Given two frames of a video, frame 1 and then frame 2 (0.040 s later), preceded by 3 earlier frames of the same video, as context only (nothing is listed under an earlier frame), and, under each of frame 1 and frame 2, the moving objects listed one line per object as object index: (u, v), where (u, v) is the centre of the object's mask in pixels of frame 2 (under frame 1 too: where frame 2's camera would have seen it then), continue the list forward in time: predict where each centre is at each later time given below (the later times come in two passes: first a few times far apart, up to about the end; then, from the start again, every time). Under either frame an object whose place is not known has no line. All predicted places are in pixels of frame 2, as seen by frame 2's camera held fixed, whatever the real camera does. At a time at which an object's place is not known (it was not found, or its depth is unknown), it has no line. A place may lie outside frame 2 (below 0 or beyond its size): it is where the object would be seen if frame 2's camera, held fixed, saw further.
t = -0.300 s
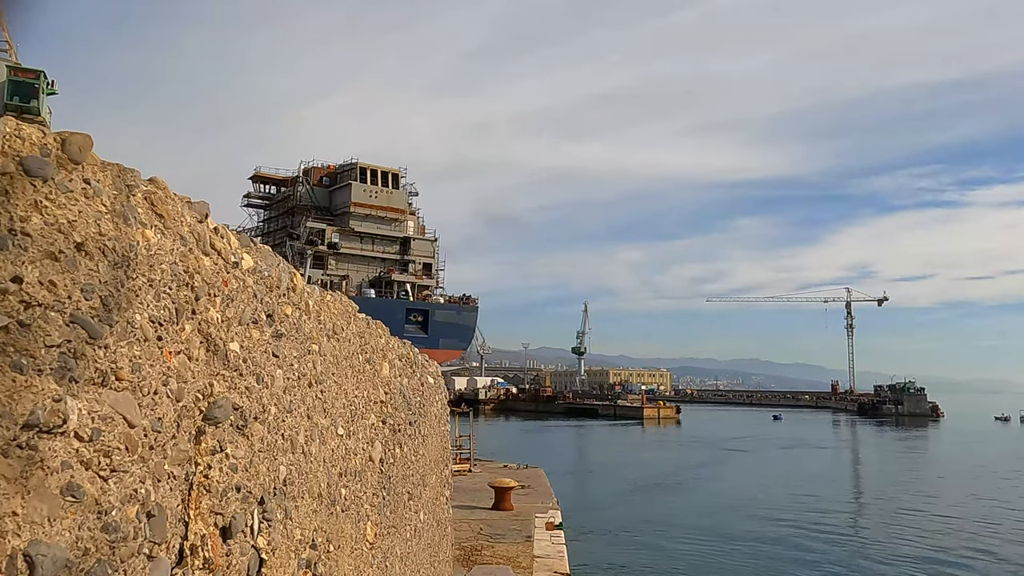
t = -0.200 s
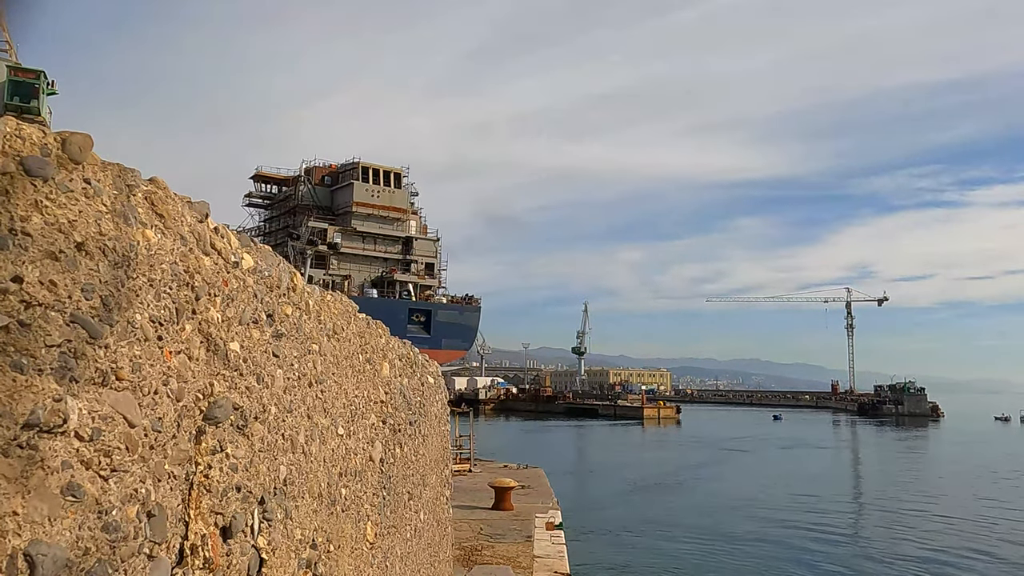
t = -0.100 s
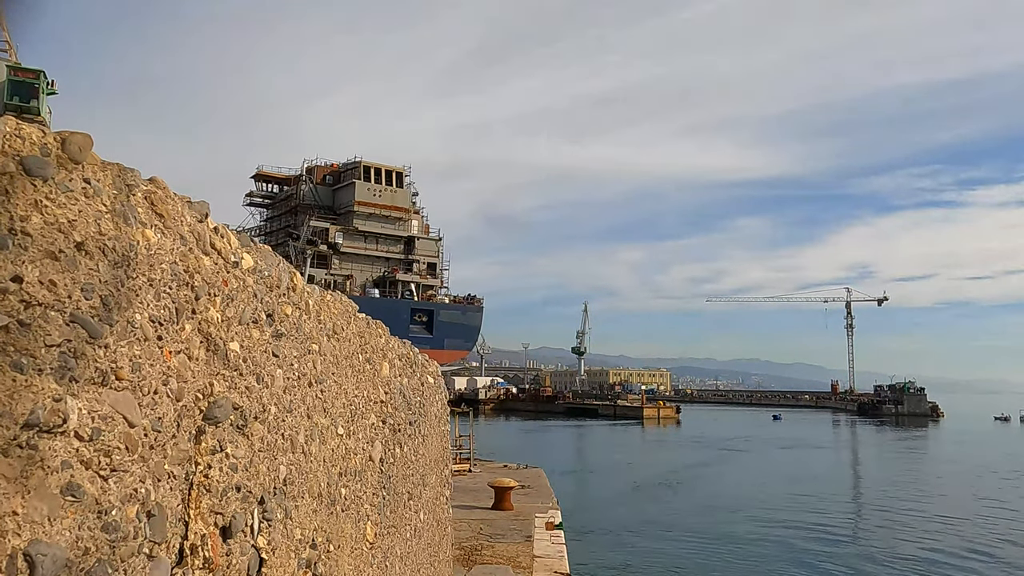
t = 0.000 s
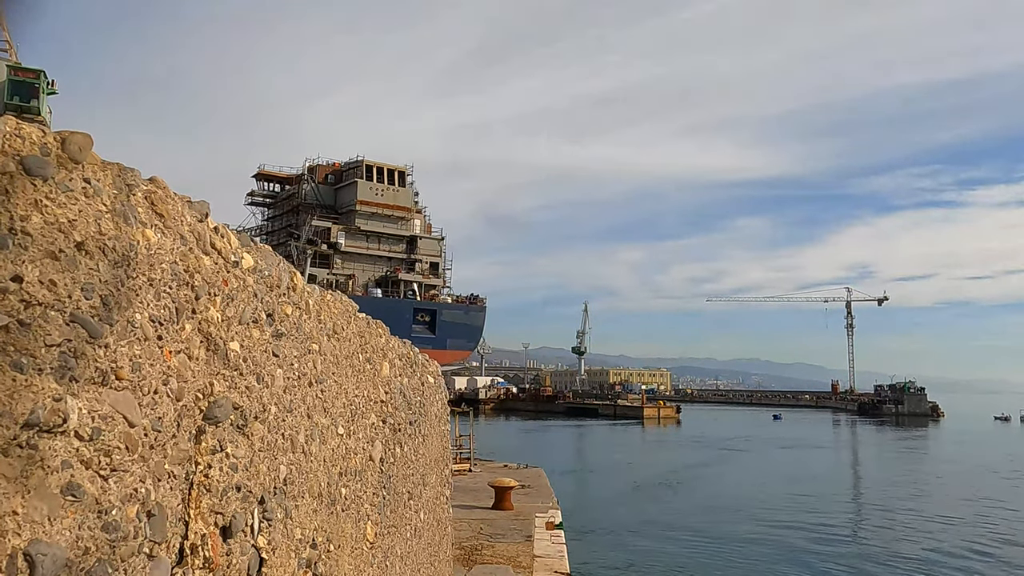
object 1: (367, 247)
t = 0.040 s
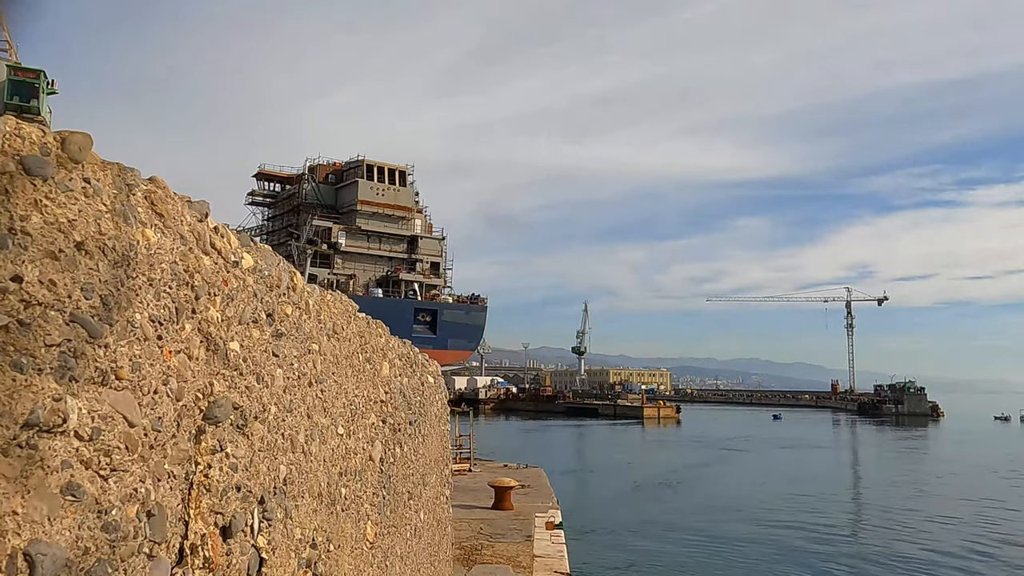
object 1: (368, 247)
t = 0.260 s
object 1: (372, 248)
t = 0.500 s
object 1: (376, 248)
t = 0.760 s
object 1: (381, 249)
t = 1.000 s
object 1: (385, 249)
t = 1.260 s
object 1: (391, 250)
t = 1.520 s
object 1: (397, 251)
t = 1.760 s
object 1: (401, 252)
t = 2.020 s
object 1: (408, 253)
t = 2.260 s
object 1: (419, 253)
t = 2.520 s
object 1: (423, 253)
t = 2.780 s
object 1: (431, 261)
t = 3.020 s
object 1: (436, 260)
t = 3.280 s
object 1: (444, 262)
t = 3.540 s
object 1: (452, 263)
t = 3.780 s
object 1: (460, 264)
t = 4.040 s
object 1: (470, 265)
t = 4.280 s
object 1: (478, 265)
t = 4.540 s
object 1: (488, 264)
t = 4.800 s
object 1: (503, 265)
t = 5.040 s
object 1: (515, 266)
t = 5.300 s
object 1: (528, 267)
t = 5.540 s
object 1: (540, 267)
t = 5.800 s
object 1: (554, 267)
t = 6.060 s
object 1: (569, 267)
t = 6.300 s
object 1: (584, 267)
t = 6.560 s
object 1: (613, 268)
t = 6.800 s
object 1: (633, 267)
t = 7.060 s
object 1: (655, 267)
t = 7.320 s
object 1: (679, 266)
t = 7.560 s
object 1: (700, 264)
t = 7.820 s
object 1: (717, 260)
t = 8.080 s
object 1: (731, 253)
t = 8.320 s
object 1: (745, 242)
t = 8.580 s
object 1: (760, 231)
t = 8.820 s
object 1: (774, 221)
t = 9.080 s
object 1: (780, 221)
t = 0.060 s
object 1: (368, 247)
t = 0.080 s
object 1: (369, 247)
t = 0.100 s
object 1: (369, 248)
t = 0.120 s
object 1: (369, 247)
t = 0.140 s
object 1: (370, 248)
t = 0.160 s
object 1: (370, 248)
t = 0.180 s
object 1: (370, 248)
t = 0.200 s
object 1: (371, 248)
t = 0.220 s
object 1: (371, 248)
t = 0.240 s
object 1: (371, 248)
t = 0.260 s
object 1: (372, 248)
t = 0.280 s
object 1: (372, 248)
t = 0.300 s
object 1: (372, 248)
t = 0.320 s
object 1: (373, 248)
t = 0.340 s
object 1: (373, 248)
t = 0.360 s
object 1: (373, 248)
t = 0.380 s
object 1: (374, 248)
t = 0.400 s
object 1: (374, 248)
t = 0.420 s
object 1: (374, 248)
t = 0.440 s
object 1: (375, 248)
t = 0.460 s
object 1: (375, 248)
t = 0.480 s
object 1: (375, 248)
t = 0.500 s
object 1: (376, 248)
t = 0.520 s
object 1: (376, 248)
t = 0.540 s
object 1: (377, 248)
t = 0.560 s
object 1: (377, 248)
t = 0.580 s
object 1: (377, 248)
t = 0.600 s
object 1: (378, 248)
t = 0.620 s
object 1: (378, 248)
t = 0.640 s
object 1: (379, 249)
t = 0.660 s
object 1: (379, 249)
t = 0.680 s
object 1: (380, 249)
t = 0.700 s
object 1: (380, 249)
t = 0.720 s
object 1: (380, 249)
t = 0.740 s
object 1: (380, 249)
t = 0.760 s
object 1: (381, 249)
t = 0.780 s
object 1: (381, 249)
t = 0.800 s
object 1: (382, 249)
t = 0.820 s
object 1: (382, 249)
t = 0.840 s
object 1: (382, 249)
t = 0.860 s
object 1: (383, 249)
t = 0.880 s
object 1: (383, 249)
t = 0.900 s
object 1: (384, 249)
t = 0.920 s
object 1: (384, 249)
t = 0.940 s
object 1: (384, 249)
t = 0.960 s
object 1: (385, 249)
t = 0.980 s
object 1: (385, 249)
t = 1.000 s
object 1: (385, 249)
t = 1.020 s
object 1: (386, 249)
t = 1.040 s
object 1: (386, 249)
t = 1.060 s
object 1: (387, 249)
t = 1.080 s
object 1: (387, 249)
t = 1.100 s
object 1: (387, 249)
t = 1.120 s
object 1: (388, 249)
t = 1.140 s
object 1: (388, 250)
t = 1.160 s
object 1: (388, 250)
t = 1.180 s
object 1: (389, 250)
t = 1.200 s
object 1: (389, 250)
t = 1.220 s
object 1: (390, 250)
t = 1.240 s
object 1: (390, 250)
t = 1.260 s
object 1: (391, 250)
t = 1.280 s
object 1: (391, 250)
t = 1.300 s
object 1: (391, 250)
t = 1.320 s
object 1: (391, 250)
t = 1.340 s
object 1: (392, 250)
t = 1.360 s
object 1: (393, 250)
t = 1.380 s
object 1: (393, 250)
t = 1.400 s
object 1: (393, 250)
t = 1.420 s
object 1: (394, 250)
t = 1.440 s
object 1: (394, 251)
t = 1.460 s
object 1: (395, 251)
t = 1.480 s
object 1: (396, 251)
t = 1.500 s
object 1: (396, 251)
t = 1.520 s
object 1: (397, 251)
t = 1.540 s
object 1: (397, 251)
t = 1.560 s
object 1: (398, 251)
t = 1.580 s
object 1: (397, 251)
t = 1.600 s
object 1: (398, 251)
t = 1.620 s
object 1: (398, 252)
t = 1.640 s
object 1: (399, 252)
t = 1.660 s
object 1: (399, 252)
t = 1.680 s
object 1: (400, 252)
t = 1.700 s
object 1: (400, 252)
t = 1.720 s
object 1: (400, 252)
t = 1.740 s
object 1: (401, 252)
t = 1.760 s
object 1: (401, 252)
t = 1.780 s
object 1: (401, 252)
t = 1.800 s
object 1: (402, 252)
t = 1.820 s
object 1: (402, 252)
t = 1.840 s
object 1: (403, 252)
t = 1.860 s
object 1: (403, 252)
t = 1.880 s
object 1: (404, 252)
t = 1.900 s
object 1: (404, 253)
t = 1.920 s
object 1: (405, 253)
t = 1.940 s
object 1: (405, 253)
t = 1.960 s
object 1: (407, 253)
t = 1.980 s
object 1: (407, 253)
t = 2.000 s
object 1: (407, 253)
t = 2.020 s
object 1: (408, 253)
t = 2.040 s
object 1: (408, 253)
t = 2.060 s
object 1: (409, 253)
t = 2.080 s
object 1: (409, 254)
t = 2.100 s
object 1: (410, 254)
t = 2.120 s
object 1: (410, 254)
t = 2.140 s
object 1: (411, 254)
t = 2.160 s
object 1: (411, 254)
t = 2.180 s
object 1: (412, 254)
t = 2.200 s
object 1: (412, 254)
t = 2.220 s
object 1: (417, 253)
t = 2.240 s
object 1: (418, 253)
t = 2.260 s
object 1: (419, 253)
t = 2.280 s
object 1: (419, 253)
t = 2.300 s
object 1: (420, 253)
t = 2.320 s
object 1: (420, 253)
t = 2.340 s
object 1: (421, 253)
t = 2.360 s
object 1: (421, 253)
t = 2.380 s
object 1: (422, 253)
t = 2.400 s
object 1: (422, 253)
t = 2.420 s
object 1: (423, 253)
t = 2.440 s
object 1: (422, 253)
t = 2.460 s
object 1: (423, 253)
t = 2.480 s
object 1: (423, 253)
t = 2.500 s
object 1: (423, 253)
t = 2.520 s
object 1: (423, 253)
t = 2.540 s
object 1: (424, 253)
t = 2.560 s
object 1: (424, 253)
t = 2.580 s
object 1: (425, 253)
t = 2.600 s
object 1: (426, 253)
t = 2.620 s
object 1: (427, 253)
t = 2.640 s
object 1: (427, 253)
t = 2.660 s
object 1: (428, 253)
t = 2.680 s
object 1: (429, 261)
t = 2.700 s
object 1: (429, 261)
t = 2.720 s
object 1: (430, 260)
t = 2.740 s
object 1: (430, 260)
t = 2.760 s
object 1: (431, 260)
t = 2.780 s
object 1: (431, 261)
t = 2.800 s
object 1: (430, 261)
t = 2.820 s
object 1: (430, 260)
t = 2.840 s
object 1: (431, 261)
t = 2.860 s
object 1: (431, 260)
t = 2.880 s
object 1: (432, 260)
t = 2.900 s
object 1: (433, 260)
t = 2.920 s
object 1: (433, 260)
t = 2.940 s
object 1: (434, 260)
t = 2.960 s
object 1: (434, 260)
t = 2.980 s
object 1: (435, 260)
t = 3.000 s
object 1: (435, 260)
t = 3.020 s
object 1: (436, 260)
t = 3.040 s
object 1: (436, 260)
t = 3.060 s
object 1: (437, 260)
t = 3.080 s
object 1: (438, 260)
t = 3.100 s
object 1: (438, 260)
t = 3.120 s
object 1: (439, 260)
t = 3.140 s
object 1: (439, 260)
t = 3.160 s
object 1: (440, 260)
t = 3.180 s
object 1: (441, 260)
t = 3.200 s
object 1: (441, 261)
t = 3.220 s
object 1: (442, 262)
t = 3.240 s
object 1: (442, 262)
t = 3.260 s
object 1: (443, 262)
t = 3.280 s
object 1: (444, 262)
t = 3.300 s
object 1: (444, 262)
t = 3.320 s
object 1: (445, 262)
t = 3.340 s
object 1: (446, 262)
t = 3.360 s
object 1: (446, 262)
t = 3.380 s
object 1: (447, 262)
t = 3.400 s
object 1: (448, 262)
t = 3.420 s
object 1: (448, 262)
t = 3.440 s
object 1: (449, 262)
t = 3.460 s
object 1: (449, 263)
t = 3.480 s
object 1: (450, 263)
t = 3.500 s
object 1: (451, 263)
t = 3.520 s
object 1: (451, 263)
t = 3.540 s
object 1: (452, 263)
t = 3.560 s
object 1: (452, 263)
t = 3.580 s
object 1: (452, 263)
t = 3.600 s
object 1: (454, 263)
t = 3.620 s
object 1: (454, 263)
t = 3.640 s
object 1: (455, 263)
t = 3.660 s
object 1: (455, 263)
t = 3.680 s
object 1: (455, 263)
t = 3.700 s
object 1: (456, 263)
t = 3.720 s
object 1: (458, 264)
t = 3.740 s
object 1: (459, 264)
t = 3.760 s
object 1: (459, 264)
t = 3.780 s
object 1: (460, 264)
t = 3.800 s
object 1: (461, 264)
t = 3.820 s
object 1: (461, 264)
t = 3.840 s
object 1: (462, 264)
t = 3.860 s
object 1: (463, 264)
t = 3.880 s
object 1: (464, 264)
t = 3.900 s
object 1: (464, 264)
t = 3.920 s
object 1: (465, 264)
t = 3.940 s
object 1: (466, 265)
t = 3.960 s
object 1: (467, 265)
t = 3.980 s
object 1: (467, 265)
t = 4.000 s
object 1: (468, 265)
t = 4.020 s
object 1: (469, 265)
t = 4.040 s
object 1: (470, 265)
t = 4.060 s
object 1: (470, 265)
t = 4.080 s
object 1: (471, 265)
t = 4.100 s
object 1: (471, 265)
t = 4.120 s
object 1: (472, 265)
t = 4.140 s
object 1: (473, 265)
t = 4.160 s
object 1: (473, 265)
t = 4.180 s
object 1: (474, 265)
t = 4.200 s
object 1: (475, 265)
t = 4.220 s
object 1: (476, 265)
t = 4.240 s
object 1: (477, 265)
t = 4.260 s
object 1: (477, 265)
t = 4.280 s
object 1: (478, 265)
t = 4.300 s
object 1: (479, 265)
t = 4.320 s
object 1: (479, 265)
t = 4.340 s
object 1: (480, 265)
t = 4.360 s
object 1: (481, 265)
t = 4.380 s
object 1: (482, 265)
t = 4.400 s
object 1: (483, 265)
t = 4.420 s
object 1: (483, 265)
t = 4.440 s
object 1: (484, 264)
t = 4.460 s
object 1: (485, 264)
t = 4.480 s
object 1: (486, 264)
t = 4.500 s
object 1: (486, 264)
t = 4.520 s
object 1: (487, 264)
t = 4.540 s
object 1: (488, 264)
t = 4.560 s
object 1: (492, 265)
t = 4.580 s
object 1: (493, 265)
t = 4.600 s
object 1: (494, 265)
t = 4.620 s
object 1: (495, 265)
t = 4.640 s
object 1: (496, 265)
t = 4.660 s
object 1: (497, 265)
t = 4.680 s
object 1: (497, 265)
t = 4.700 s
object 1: (498, 265)
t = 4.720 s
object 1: (499, 265)
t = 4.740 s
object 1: (500, 265)
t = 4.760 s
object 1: (501, 265)
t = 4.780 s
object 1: (502, 265)
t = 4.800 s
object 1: (503, 265)
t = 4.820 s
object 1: (504, 265)
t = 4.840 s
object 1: (505, 265)
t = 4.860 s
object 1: (506, 265)
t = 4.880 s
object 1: (507, 265)
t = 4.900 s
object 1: (508, 265)
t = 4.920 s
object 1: (508, 265)
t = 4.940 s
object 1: (509, 265)
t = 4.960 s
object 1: (510, 265)
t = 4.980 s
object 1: (511, 265)
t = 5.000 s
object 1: (513, 265)
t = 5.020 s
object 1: (514, 265)
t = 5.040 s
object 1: (515, 266)
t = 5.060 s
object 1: (516, 266)
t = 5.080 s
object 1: (517, 266)
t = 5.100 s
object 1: (518, 266)
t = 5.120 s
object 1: (519, 266)
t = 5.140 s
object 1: (520, 266)
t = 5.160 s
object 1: (521, 266)
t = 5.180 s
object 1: (522, 266)
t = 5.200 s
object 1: (523, 266)
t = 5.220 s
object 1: (524, 266)
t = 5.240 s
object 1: (525, 267)
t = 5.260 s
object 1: (526, 266)
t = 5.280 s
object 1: (527, 267)
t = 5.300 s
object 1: (528, 267)
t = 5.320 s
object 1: (528, 267)
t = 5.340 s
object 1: (530, 267)
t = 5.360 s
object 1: (531, 267)
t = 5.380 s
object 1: (532, 267)
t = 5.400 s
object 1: (533, 267)
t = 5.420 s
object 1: (534, 267)
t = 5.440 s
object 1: (535, 267)
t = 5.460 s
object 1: (536, 267)
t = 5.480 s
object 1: (537, 267)
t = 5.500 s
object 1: (538, 267)
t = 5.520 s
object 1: (539, 267)
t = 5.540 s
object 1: (540, 267)
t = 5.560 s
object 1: (542, 267)
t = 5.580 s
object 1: (542, 267)
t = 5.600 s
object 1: (543, 267)
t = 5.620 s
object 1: (544, 266)
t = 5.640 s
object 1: (545, 267)
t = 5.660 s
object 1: (546, 267)
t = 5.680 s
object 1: (547, 267)
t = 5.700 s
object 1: (549, 267)
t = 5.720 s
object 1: (550, 267)
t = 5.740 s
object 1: (551, 267)
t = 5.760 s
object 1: (552, 267)
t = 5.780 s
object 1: (553, 267)
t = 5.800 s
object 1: (554, 267)
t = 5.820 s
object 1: (555, 267)
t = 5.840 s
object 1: (557, 267)
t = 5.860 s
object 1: (558, 267)
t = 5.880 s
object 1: (559, 267)
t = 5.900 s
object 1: (560, 267)
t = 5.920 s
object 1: (561, 267)
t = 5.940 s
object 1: (562, 267)
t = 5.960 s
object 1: (563, 266)
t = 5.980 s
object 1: (564, 267)
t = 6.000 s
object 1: (566, 267)
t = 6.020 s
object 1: (566, 266)
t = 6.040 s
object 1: (568, 267)
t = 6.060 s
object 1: (569, 267)
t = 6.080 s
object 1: (571, 267)
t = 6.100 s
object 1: (571, 266)
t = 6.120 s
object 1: (572, 267)
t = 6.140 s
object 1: (575, 267)
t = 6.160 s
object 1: (576, 267)
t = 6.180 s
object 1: (576, 267)
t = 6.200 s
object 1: (578, 267)
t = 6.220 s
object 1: (579, 267)
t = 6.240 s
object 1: (580, 267)
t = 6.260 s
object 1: (581, 267)
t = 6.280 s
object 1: (582, 267)
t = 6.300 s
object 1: (584, 267)
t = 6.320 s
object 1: (585, 267)
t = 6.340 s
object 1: (587, 267)
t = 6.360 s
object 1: (588, 267)
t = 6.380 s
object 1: (590, 267)
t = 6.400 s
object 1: (591, 266)
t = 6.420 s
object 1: (592, 266)
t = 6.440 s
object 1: (594, 266)
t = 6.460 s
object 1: (595, 266)
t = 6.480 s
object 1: (596, 266)
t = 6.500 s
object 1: (600, 266)
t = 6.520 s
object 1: (601, 266)
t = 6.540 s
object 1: (612, 268)
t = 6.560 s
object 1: (613, 268)
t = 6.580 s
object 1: (615, 268)
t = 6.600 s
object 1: (616, 268)
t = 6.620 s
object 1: (618, 268)
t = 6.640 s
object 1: (619, 268)
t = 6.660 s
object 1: (621, 268)
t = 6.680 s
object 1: (622, 268)
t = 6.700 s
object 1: (624, 268)
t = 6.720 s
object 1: (626, 268)
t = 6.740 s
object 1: (627, 268)
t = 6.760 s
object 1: (629, 268)
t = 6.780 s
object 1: (631, 267)
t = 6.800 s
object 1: (633, 267)
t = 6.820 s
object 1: (634, 267)
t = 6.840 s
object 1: (636, 267)
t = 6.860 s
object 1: (637, 267)
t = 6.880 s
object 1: (639, 267)
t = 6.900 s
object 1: (641, 267)
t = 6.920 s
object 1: (644, 267)
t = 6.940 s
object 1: (646, 267)
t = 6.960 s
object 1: (648, 267)
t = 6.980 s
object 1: (648, 267)
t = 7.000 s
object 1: (651, 267)
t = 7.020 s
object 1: (651, 267)
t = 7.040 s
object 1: (653, 267)
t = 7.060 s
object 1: (655, 267)
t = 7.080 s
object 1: (657, 267)
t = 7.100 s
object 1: (658, 267)
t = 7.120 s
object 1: (660, 267)
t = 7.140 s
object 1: (662, 267)
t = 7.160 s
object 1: (664, 267)
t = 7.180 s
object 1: (665, 267)
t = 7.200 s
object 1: (667, 267)
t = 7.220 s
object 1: (670, 267)
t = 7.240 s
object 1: (670, 266)
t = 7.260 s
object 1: (672, 266)
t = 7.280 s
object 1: (673, 266)
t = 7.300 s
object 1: (677, 266)
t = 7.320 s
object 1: (679, 266)
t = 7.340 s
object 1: (681, 266)
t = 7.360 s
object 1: (681, 266)
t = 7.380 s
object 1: (683, 266)
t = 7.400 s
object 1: (685, 266)
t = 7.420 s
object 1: (686, 266)
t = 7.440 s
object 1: (688, 266)
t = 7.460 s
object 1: (690, 265)
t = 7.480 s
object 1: (692, 265)
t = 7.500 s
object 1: (694, 265)
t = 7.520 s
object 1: (696, 265)
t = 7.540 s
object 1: (698, 265)
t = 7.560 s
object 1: (700, 264)
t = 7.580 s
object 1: (701, 264)
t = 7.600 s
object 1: (703, 264)
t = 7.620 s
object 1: (704, 264)
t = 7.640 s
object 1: (705, 263)
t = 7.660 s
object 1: (706, 263)
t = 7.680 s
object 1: (706, 263)
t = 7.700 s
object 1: (706, 263)
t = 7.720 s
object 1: (708, 262)
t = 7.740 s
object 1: (709, 262)
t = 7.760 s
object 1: (710, 261)
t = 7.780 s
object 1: (712, 260)
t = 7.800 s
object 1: (714, 260)
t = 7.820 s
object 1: (717, 260)
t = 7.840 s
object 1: (718, 259)
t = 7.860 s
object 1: (720, 258)
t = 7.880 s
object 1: (721, 258)
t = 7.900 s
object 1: (722, 257)
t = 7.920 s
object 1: (723, 257)
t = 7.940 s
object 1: (724, 256)
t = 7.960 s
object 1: (724, 256)
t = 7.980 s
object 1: (724, 255)
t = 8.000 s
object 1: (726, 255)
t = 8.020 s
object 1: (727, 254)
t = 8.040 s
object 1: (728, 254)
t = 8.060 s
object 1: (730, 253)
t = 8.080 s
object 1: (731, 253)
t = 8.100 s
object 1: (732, 252)
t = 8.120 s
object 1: (733, 251)
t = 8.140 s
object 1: (734, 250)
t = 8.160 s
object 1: (736, 249)
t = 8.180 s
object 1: (738, 249)
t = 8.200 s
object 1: (738, 248)
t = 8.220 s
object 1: (740, 247)
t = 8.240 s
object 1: (742, 246)
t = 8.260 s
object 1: (743, 245)
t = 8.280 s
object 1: (743, 244)
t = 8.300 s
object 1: (744, 243)
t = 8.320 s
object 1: (745, 242)
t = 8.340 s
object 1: (746, 241)
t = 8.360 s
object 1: (747, 240)
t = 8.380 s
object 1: (748, 239)
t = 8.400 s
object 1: (749, 239)
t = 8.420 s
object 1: (751, 238)
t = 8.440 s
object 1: (752, 237)
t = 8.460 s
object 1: (753, 236)
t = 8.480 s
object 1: (754, 235)
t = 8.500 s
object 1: (755, 234)
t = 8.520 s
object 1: (756, 233)
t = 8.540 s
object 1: (757, 232)
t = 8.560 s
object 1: (758, 231)
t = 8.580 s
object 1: (760, 231)
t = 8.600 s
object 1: (761, 230)
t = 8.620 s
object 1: (762, 229)
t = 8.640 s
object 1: (763, 228)
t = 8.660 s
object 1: (764, 227)
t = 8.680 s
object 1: (765, 226)
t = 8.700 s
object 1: (767, 226)
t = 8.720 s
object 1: (768, 225)
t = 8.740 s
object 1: (770, 224)
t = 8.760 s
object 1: (771, 223)
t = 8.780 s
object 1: (772, 222)
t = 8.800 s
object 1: (773, 222)
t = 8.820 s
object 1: (774, 221)
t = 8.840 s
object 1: (774, 220)
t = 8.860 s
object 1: (775, 221)
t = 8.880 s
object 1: (776, 220)
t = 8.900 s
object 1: (776, 220)
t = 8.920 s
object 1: (775, 220)
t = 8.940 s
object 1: (777, 220)
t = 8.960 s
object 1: (777, 220)
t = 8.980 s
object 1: (778, 220)
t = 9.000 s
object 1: (779, 220)
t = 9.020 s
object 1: (780, 220)
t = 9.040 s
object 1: (780, 220)
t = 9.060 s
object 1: (781, 220)
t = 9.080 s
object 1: (780, 221)
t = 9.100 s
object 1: (781, 221)
